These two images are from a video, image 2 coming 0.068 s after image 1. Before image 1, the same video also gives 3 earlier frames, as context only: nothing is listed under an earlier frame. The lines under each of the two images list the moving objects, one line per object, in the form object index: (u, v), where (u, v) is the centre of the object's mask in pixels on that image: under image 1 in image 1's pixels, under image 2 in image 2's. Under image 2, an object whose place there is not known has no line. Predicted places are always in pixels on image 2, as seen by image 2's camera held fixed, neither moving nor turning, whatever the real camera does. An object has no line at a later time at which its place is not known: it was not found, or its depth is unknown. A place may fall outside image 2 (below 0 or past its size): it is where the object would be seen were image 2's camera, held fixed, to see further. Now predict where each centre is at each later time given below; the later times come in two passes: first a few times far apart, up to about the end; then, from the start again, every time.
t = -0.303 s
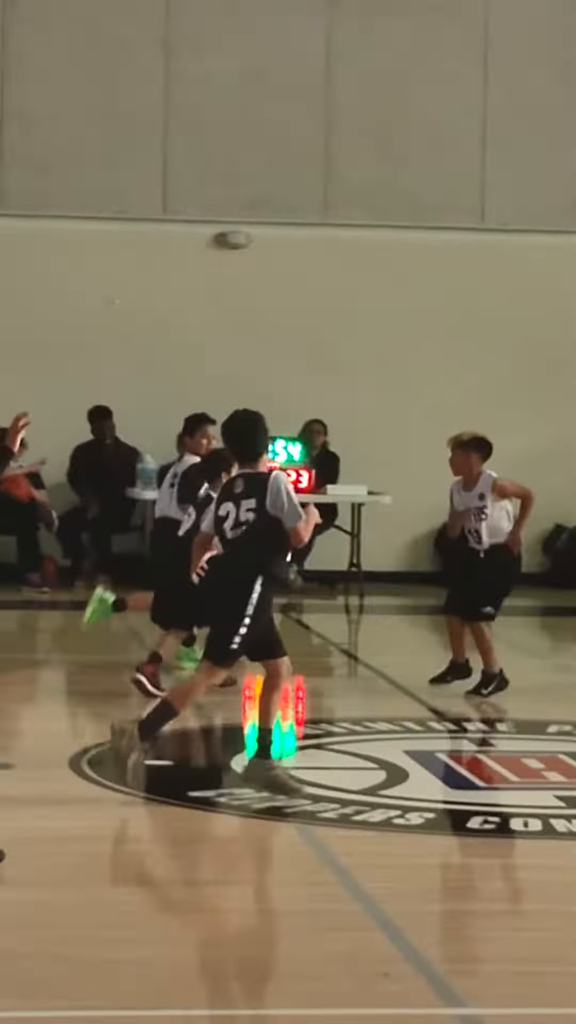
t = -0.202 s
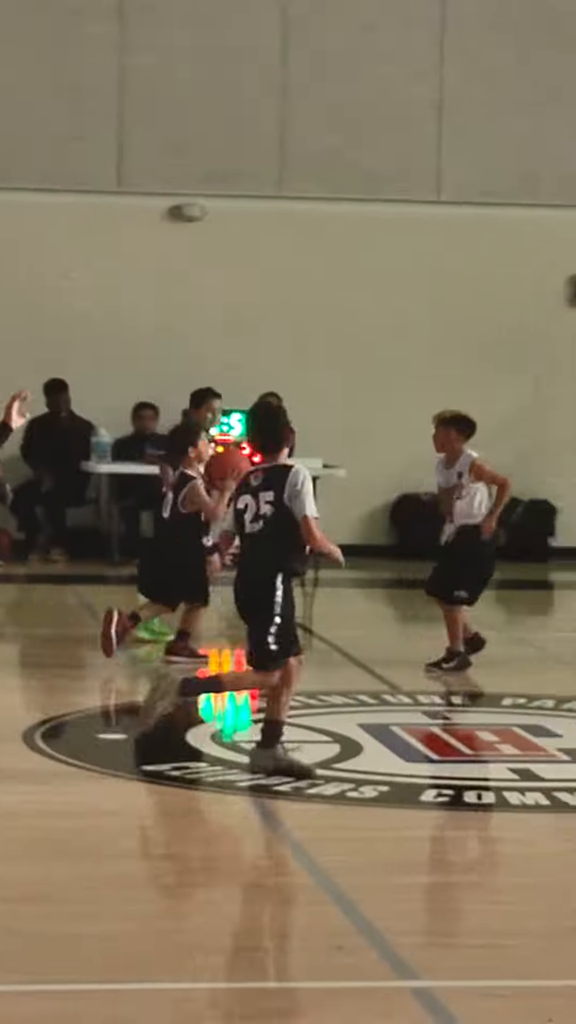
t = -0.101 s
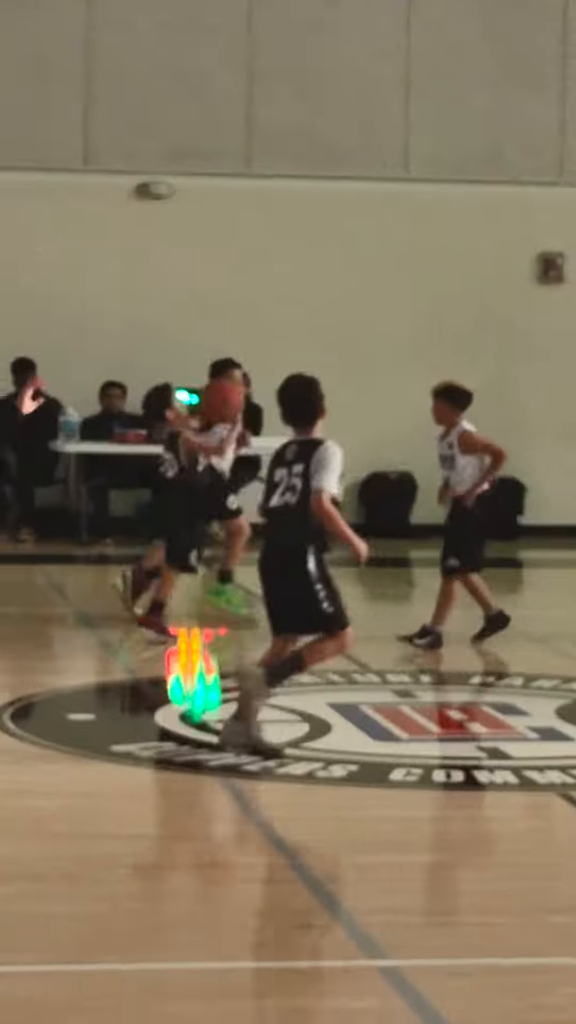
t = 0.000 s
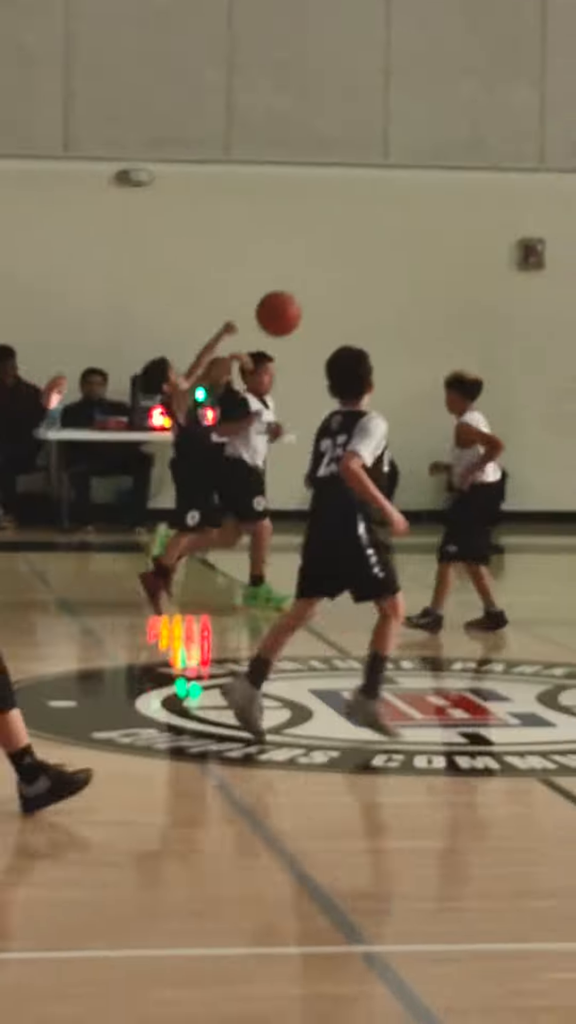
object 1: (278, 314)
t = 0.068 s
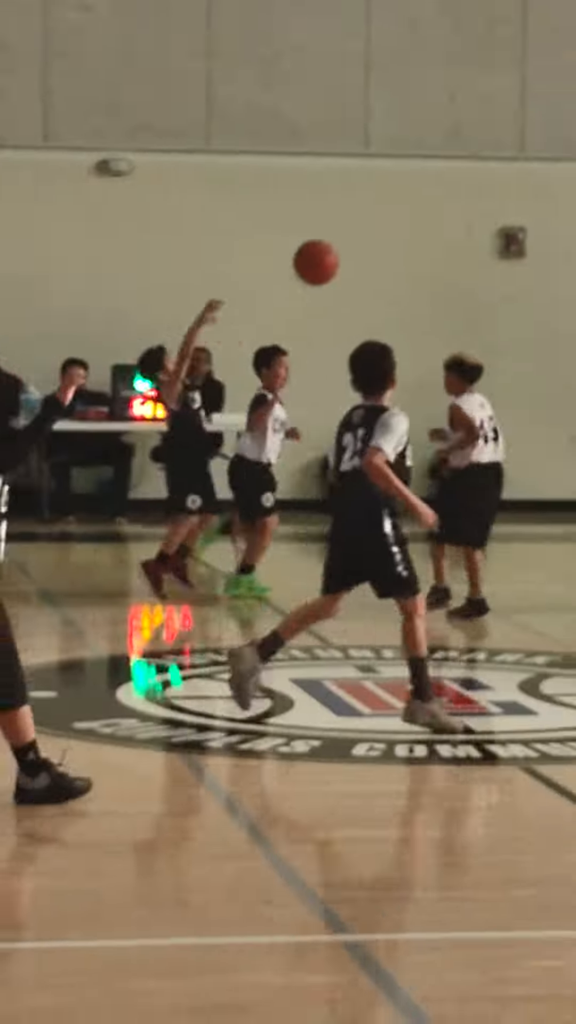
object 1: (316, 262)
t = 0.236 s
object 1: (453, 201)
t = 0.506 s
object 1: (654, 208)
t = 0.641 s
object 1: (754, 263)
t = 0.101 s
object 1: (344, 246)
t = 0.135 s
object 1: (371, 231)
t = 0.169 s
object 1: (399, 219)
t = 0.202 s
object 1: (426, 209)
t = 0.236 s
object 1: (453, 201)
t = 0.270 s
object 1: (479, 195)
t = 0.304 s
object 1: (505, 191)
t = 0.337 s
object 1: (532, 189)
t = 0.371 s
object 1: (554, 189)
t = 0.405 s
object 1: (579, 191)
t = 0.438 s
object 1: (605, 195)
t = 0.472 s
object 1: (630, 201)
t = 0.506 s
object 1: (654, 208)
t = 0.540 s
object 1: (682, 220)
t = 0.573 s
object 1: (706, 232)
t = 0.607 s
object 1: (730, 246)
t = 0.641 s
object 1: (754, 263)
